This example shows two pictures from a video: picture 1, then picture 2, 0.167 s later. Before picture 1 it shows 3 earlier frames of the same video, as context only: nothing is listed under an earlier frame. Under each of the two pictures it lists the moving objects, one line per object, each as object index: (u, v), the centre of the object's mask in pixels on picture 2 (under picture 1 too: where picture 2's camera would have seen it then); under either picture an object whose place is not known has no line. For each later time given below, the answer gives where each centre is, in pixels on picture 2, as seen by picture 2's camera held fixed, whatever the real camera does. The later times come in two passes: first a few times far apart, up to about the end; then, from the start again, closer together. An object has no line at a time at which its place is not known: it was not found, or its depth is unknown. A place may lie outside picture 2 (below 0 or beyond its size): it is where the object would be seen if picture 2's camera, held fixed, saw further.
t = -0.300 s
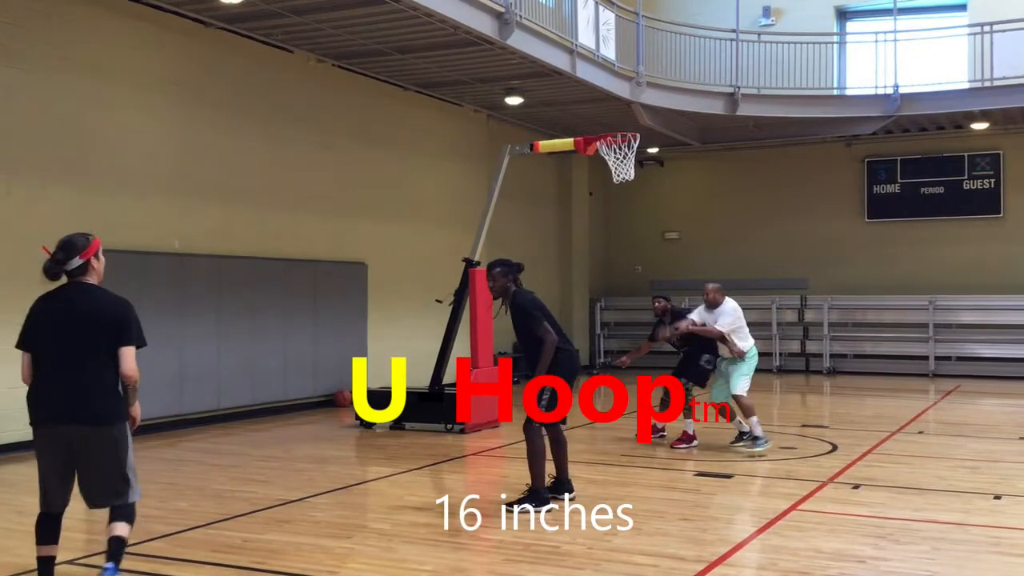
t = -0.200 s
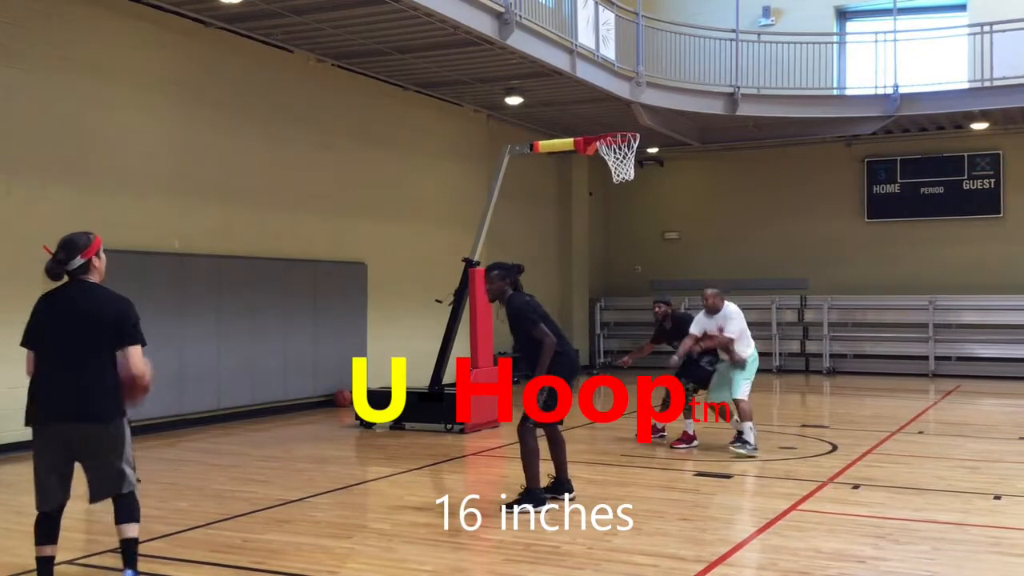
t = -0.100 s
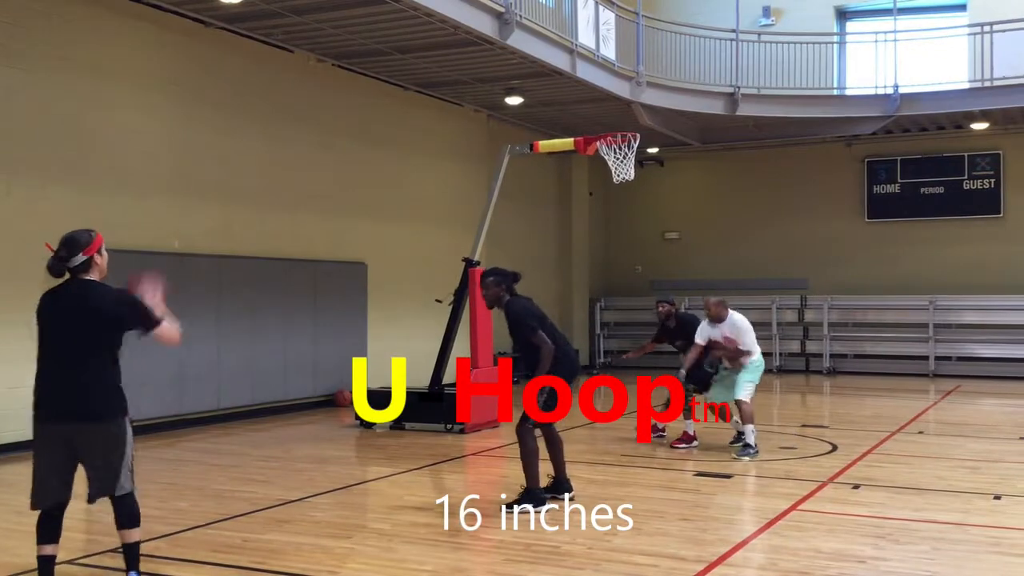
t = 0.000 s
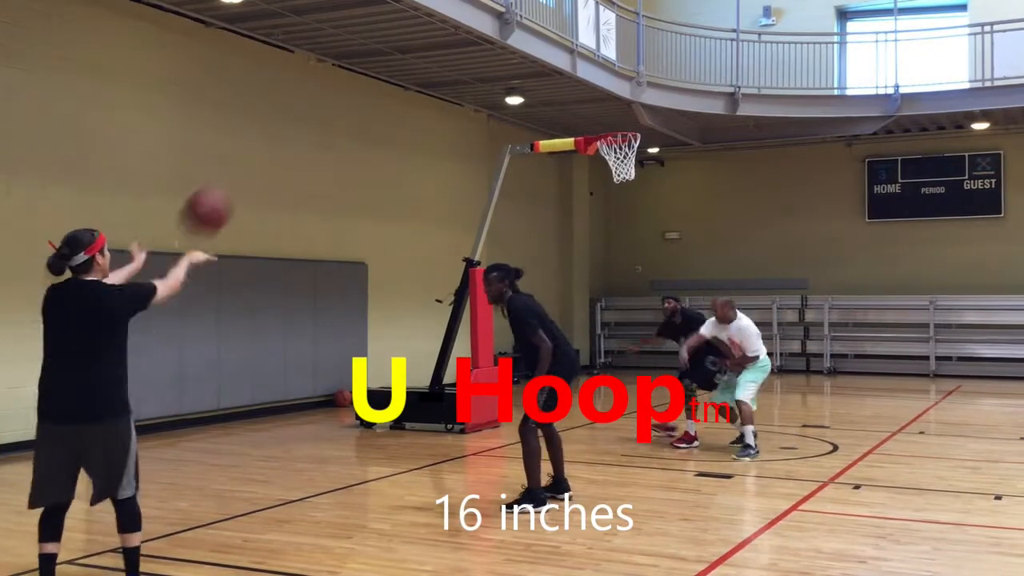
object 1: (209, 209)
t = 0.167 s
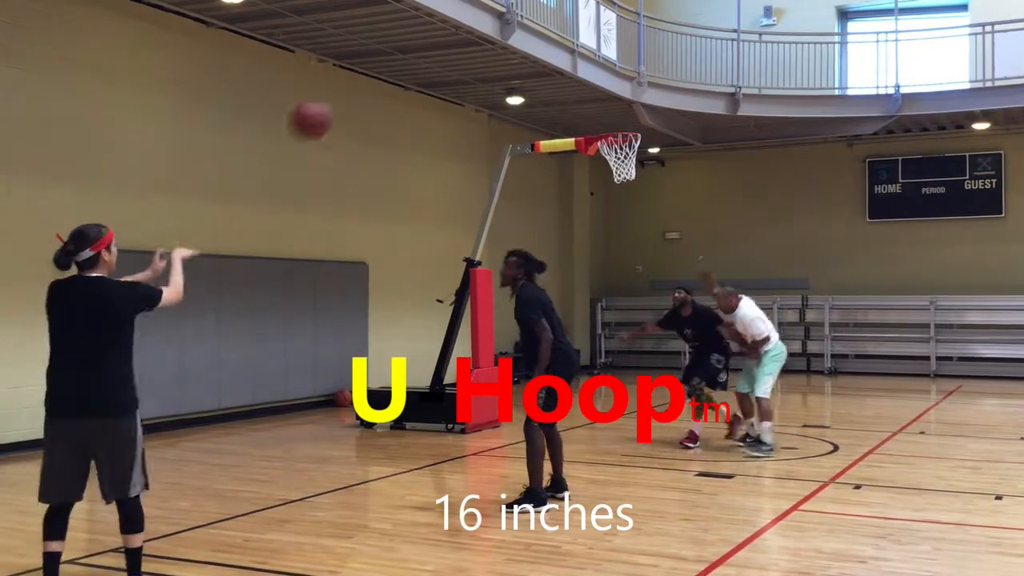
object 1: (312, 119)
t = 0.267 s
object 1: (362, 93)
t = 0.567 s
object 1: (476, 100)
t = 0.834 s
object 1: (550, 184)
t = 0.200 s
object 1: (329, 108)
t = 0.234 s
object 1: (347, 100)
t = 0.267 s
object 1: (362, 93)
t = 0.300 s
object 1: (377, 88)
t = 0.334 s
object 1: (391, 85)
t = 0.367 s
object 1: (404, 83)
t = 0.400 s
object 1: (418, 82)
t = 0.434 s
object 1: (432, 84)
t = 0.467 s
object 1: (443, 86)
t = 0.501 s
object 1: (455, 90)
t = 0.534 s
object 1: (465, 93)
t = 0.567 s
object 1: (476, 100)
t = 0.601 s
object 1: (487, 107)
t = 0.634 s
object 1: (496, 115)
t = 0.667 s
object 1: (506, 124)
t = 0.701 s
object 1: (516, 135)
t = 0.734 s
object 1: (525, 145)
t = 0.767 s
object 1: (533, 161)
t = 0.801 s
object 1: (541, 169)
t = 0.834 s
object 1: (550, 184)
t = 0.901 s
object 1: (566, 212)
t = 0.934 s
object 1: (571, 227)
